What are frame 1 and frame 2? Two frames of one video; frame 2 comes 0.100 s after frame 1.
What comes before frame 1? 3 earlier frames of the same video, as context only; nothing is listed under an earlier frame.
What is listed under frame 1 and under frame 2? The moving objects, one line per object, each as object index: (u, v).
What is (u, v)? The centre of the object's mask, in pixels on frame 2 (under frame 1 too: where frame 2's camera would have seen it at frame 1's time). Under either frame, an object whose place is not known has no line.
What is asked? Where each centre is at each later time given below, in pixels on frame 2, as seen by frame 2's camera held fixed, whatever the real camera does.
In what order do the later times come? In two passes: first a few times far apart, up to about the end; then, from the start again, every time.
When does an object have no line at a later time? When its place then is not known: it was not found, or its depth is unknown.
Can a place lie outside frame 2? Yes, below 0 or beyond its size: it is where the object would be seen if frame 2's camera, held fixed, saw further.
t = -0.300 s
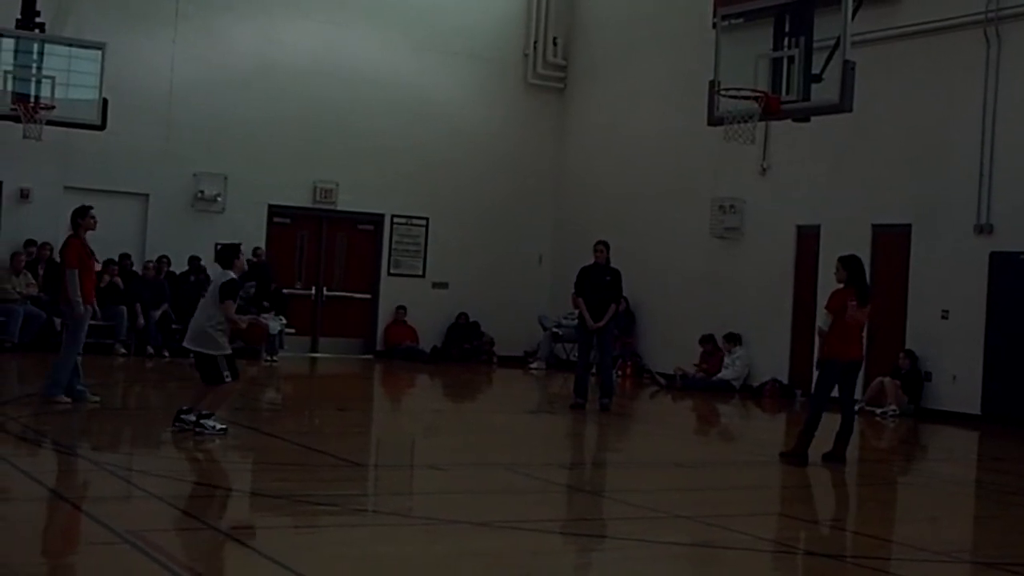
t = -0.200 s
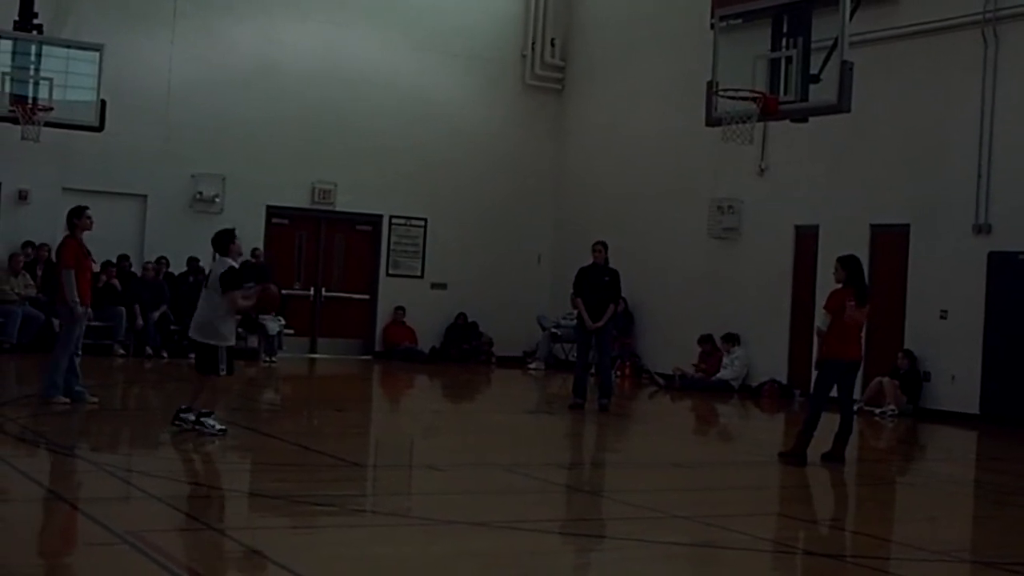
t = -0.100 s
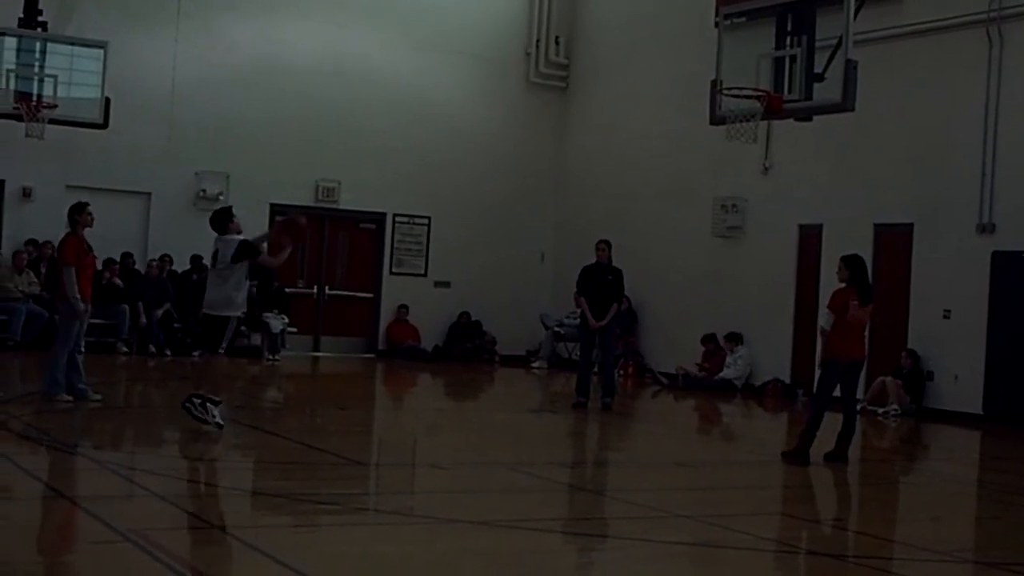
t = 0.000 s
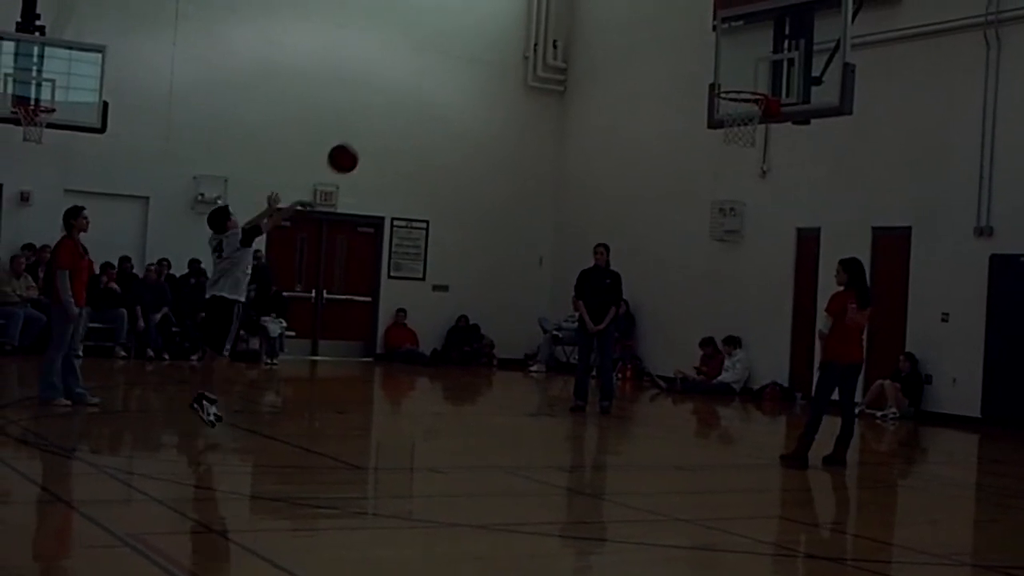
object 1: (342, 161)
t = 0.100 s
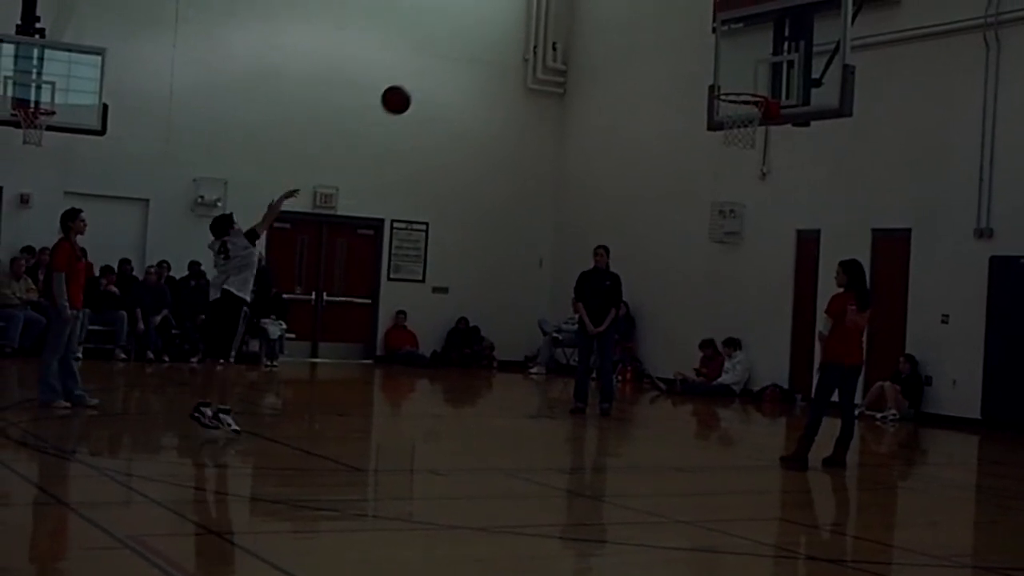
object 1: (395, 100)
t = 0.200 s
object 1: (446, 53)
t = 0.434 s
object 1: (554, 1)
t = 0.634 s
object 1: (637, -1)
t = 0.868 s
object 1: (724, 55)
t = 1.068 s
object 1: (731, 105)
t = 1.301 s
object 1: (738, 121)
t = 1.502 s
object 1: (760, 164)
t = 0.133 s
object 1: (412, 83)
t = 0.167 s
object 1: (429, 67)
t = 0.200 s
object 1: (446, 53)
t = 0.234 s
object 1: (462, 41)
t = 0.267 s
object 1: (478, 29)
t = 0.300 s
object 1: (494, 19)
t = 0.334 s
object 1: (510, 12)
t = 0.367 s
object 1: (524, 7)
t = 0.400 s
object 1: (539, 3)
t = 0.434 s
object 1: (554, 1)
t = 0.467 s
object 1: (568, 0)
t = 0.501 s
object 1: (583, -1)
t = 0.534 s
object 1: (596, -2)
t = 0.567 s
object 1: (611, -2)
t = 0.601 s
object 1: (625, -2)
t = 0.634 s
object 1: (637, -1)
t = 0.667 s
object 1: (650, 2)
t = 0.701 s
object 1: (663, 8)
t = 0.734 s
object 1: (675, 15)
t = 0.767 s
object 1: (688, 23)
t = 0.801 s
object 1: (700, 33)
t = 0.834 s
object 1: (712, 43)
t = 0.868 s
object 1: (724, 55)
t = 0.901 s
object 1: (735, 68)
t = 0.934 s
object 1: (747, 82)
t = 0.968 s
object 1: (753, 94)
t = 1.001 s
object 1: (745, 98)
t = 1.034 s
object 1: (737, 102)
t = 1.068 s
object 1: (731, 105)
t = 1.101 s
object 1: (725, 108)
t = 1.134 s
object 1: (722, 111)
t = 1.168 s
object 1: (724, 113)
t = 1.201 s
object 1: (727, 114)
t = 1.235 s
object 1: (730, 115)
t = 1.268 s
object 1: (734, 117)
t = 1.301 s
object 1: (738, 121)
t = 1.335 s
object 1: (743, 125)
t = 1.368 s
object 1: (747, 131)
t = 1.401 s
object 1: (749, 136)
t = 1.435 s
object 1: (753, 144)
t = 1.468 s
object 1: (757, 154)
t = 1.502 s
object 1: (760, 164)
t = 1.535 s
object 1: (764, 175)
